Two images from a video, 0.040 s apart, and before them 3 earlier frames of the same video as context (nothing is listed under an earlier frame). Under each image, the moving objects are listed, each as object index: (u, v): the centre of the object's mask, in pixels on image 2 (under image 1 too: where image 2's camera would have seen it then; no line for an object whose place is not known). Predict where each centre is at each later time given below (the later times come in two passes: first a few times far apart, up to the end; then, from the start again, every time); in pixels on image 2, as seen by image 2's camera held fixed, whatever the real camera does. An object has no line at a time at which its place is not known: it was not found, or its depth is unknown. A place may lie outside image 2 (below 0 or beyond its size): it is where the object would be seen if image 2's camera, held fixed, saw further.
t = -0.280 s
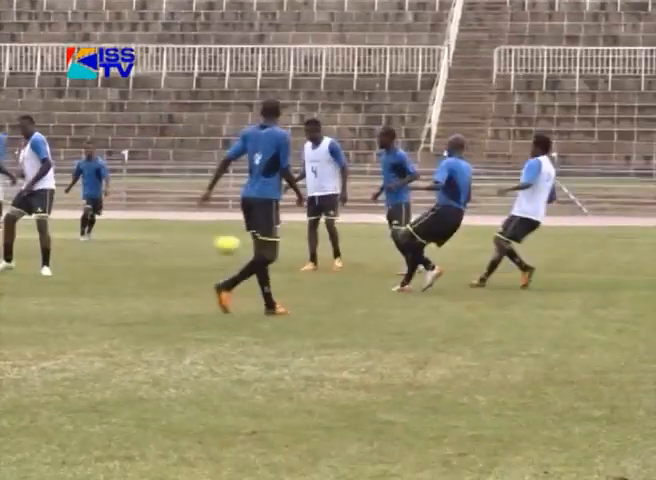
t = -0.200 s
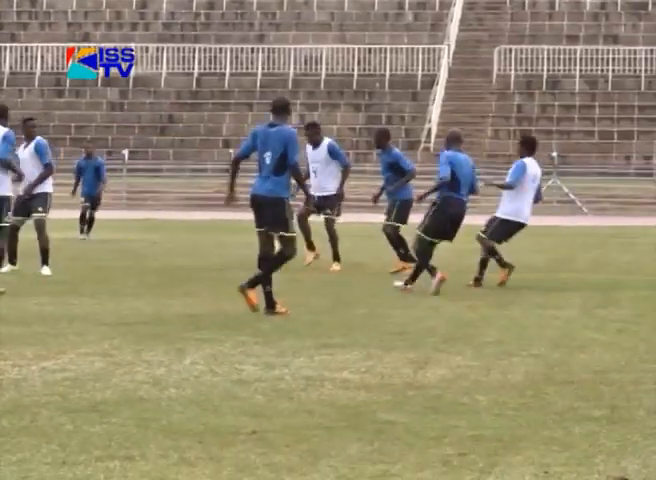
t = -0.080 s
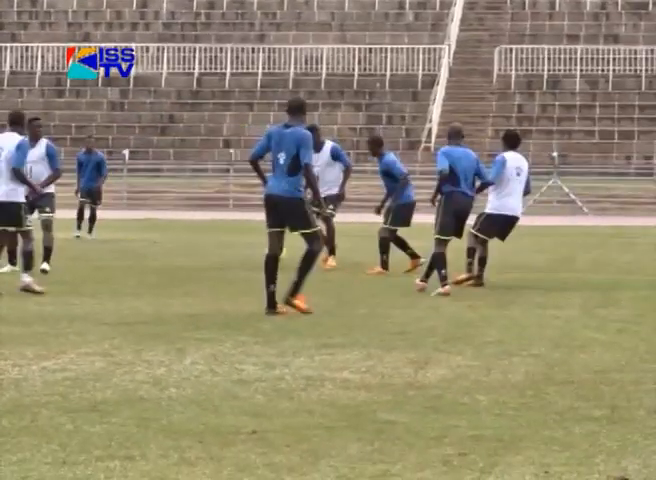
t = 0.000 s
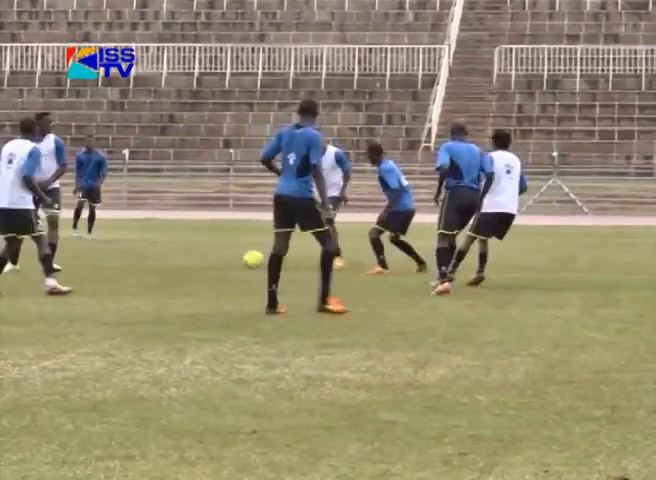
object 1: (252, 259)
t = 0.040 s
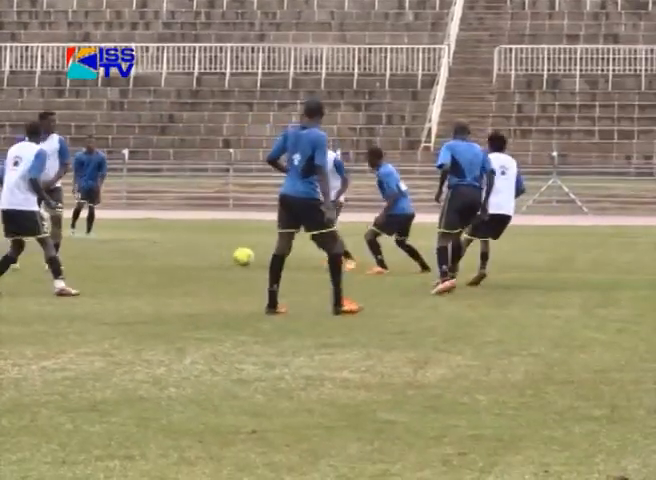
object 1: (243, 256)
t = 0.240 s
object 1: (196, 256)
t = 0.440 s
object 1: (153, 254)
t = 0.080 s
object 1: (233, 255)
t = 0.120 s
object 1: (224, 253)
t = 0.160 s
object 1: (215, 254)
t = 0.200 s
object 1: (205, 256)
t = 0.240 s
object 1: (196, 256)
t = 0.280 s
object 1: (187, 255)
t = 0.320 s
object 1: (179, 254)
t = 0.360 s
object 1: (170, 255)
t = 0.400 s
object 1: (161, 255)
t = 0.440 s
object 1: (153, 254)
